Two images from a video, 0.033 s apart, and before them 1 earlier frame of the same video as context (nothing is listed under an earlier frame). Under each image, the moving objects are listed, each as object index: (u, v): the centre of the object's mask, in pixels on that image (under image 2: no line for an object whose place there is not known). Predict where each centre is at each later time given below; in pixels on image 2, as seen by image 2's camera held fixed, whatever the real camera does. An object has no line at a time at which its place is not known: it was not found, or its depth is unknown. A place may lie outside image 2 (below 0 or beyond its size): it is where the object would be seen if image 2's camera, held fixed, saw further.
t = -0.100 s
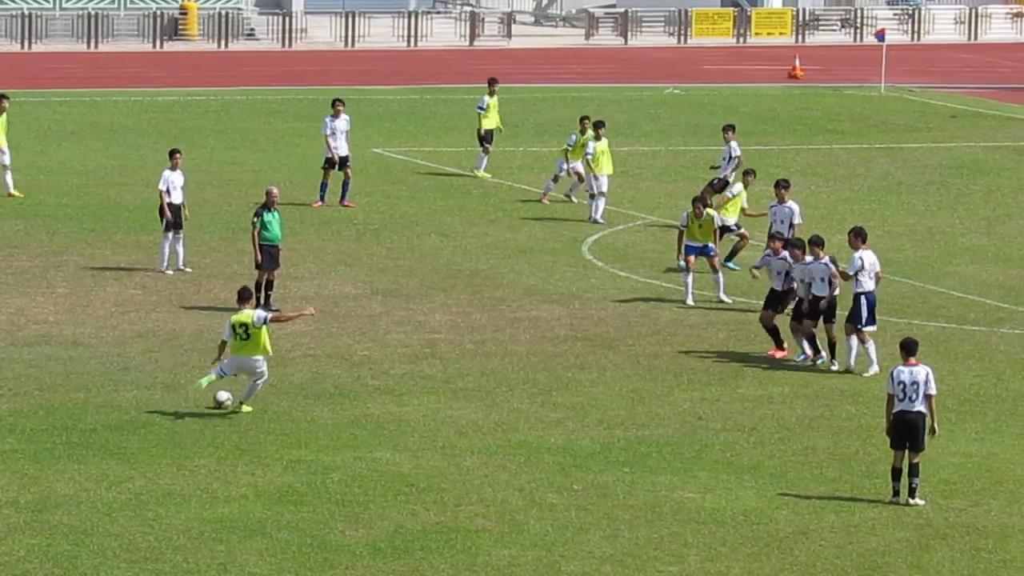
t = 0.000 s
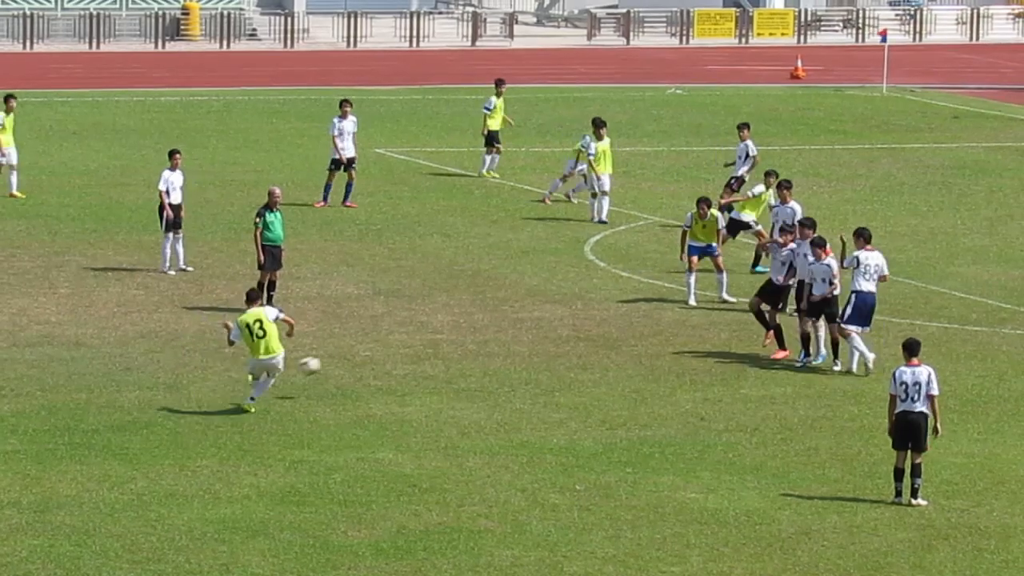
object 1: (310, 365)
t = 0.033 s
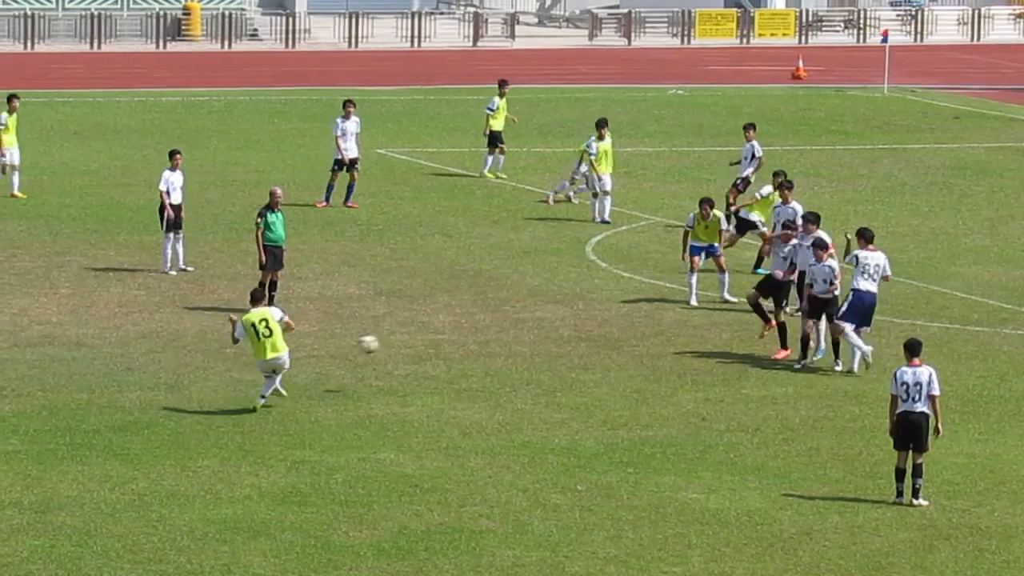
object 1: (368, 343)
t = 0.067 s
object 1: (425, 324)
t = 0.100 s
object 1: (479, 307)
